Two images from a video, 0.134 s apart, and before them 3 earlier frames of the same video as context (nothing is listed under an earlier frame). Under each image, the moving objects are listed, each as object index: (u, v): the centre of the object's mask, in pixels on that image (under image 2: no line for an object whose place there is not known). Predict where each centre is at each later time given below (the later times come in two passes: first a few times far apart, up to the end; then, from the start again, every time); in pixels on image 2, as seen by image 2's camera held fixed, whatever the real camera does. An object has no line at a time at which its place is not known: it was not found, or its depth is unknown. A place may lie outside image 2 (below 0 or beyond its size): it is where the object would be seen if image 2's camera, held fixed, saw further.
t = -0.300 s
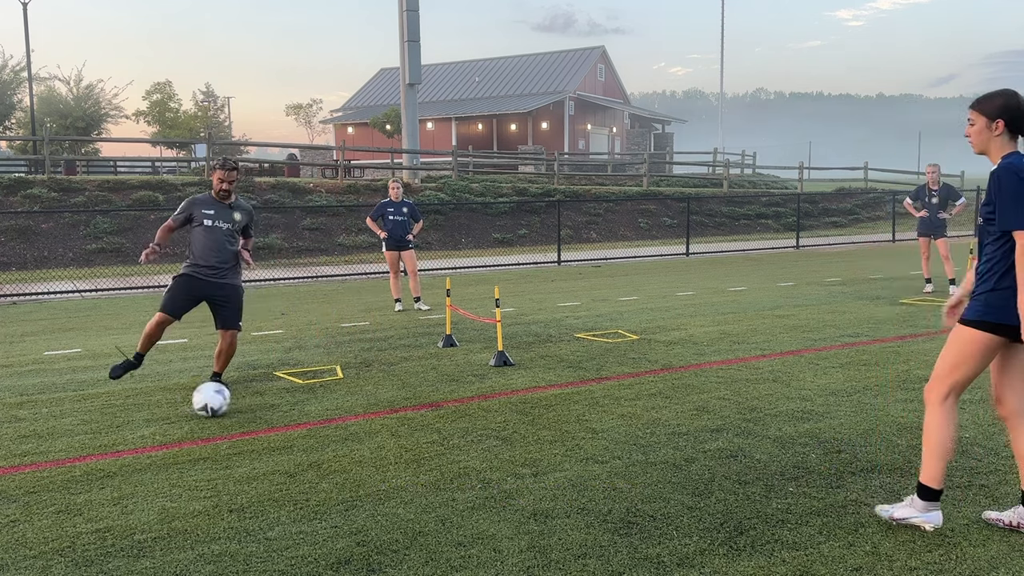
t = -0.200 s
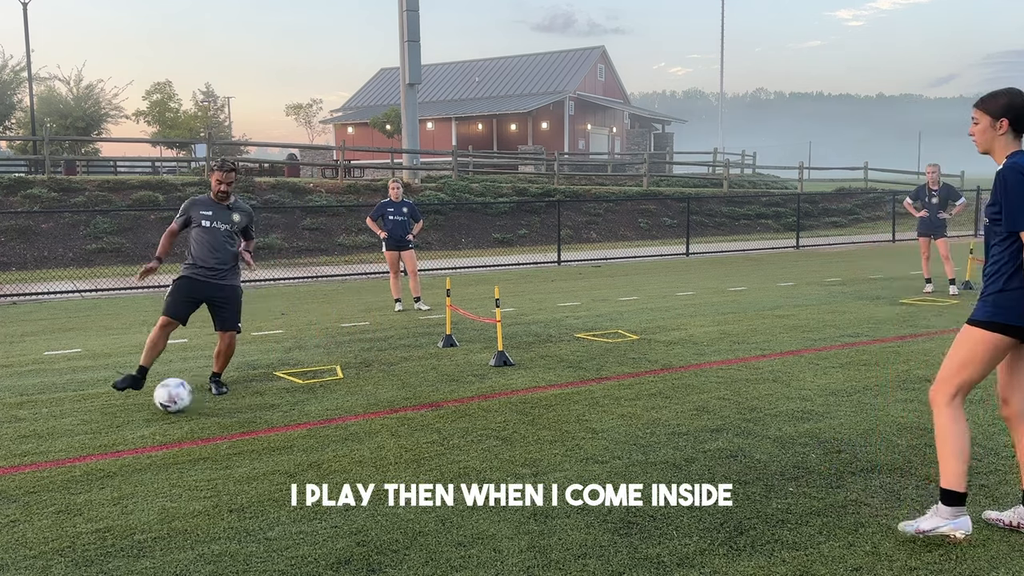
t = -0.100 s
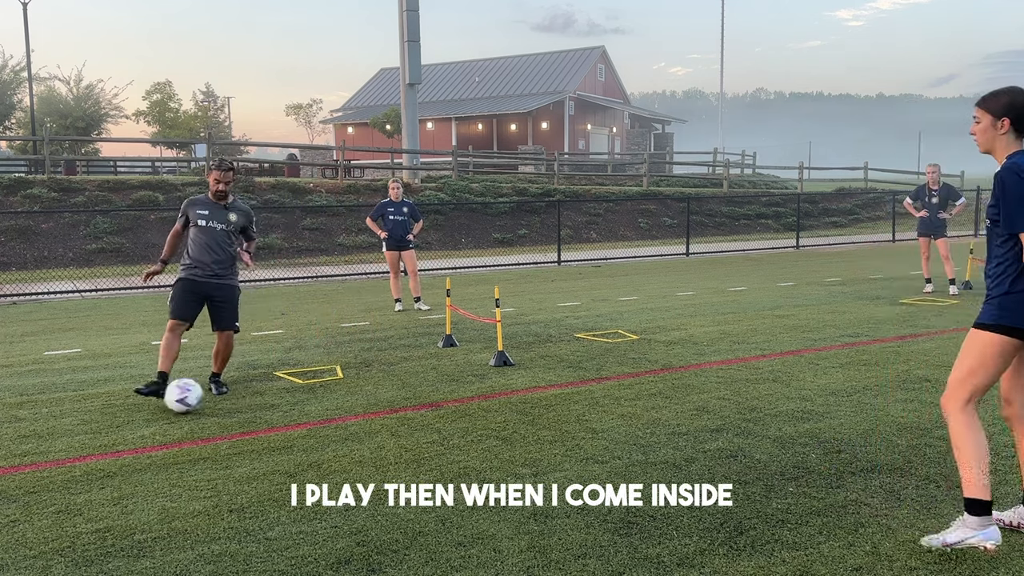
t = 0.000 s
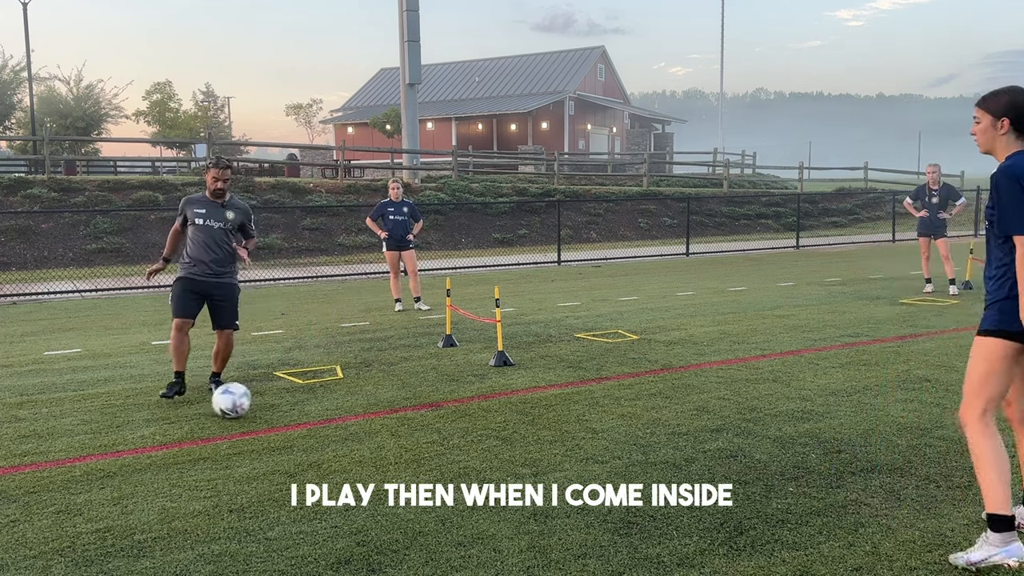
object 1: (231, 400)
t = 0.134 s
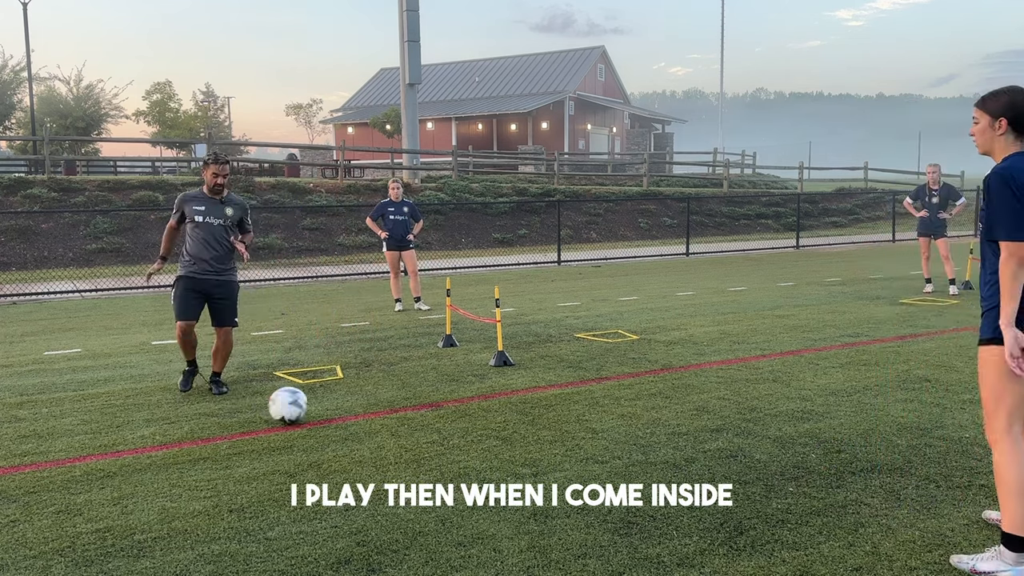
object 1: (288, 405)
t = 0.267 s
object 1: (339, 410)
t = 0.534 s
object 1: (446, 420)
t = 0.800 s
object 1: (557, 430)
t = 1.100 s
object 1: (692, 445)
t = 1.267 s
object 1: (772, 454)
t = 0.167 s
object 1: (301, 407)
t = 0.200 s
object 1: (314, 408)
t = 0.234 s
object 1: (327, 408)
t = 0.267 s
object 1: (339, 410)
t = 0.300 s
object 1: (353, 411)
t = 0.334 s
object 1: (365, 412)
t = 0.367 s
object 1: (379, 414)
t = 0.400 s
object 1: (392, 415)
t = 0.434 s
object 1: (406, 416)
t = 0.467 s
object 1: (419, 417)
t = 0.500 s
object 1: (432, 418)
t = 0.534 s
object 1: (446, 420)
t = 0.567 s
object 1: (459, 421)
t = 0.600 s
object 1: (473, 422)
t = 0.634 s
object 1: (487, 424)
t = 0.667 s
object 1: (500, 423)
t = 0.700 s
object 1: (515, 425)
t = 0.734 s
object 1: (528, 428)
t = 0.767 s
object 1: (542, 429)
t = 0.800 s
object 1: (557, 430)
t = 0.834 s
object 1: (571, 433)
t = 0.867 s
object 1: (586, 433)
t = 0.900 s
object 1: (600, 435)
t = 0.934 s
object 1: (615, 437)
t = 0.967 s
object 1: (631, 438)
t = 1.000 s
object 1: (646, 440)
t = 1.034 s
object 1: (661, 441)
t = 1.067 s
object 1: (676, 443)
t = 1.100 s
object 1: (692, 445)
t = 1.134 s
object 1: (707, 446)
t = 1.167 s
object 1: (723, 449)
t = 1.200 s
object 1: (739, 450)
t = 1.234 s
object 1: (755, 452)
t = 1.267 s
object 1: (772, 454)
